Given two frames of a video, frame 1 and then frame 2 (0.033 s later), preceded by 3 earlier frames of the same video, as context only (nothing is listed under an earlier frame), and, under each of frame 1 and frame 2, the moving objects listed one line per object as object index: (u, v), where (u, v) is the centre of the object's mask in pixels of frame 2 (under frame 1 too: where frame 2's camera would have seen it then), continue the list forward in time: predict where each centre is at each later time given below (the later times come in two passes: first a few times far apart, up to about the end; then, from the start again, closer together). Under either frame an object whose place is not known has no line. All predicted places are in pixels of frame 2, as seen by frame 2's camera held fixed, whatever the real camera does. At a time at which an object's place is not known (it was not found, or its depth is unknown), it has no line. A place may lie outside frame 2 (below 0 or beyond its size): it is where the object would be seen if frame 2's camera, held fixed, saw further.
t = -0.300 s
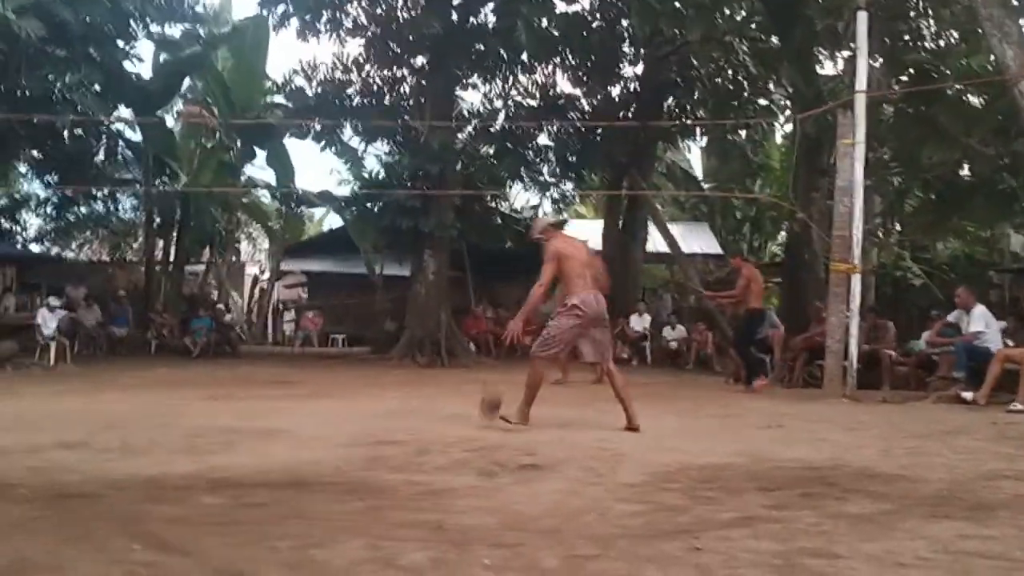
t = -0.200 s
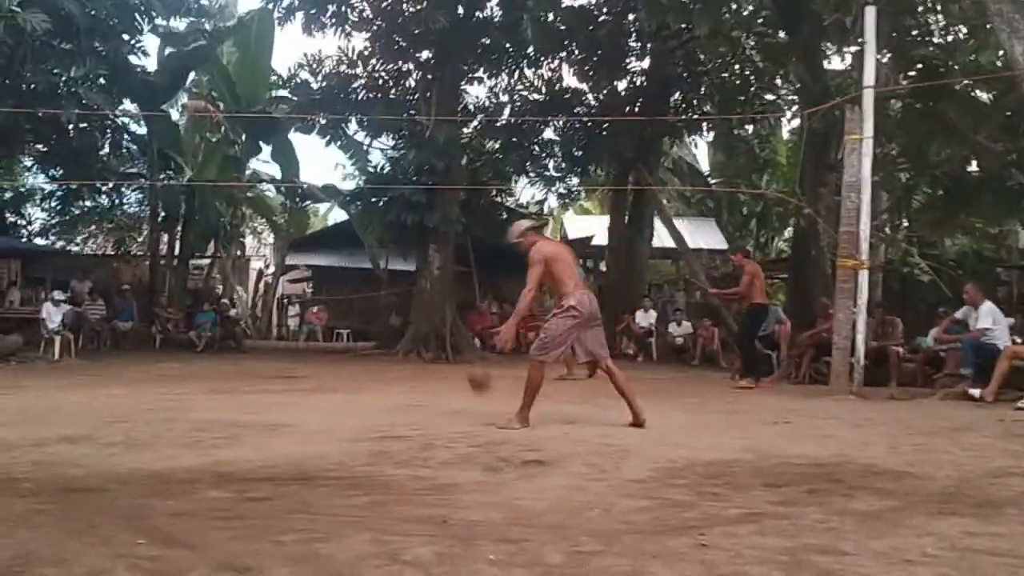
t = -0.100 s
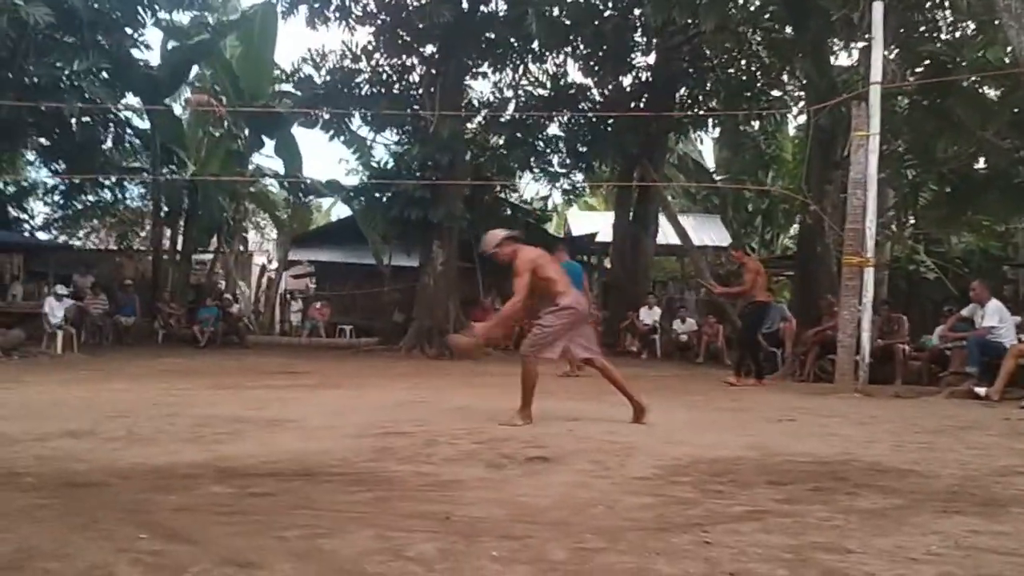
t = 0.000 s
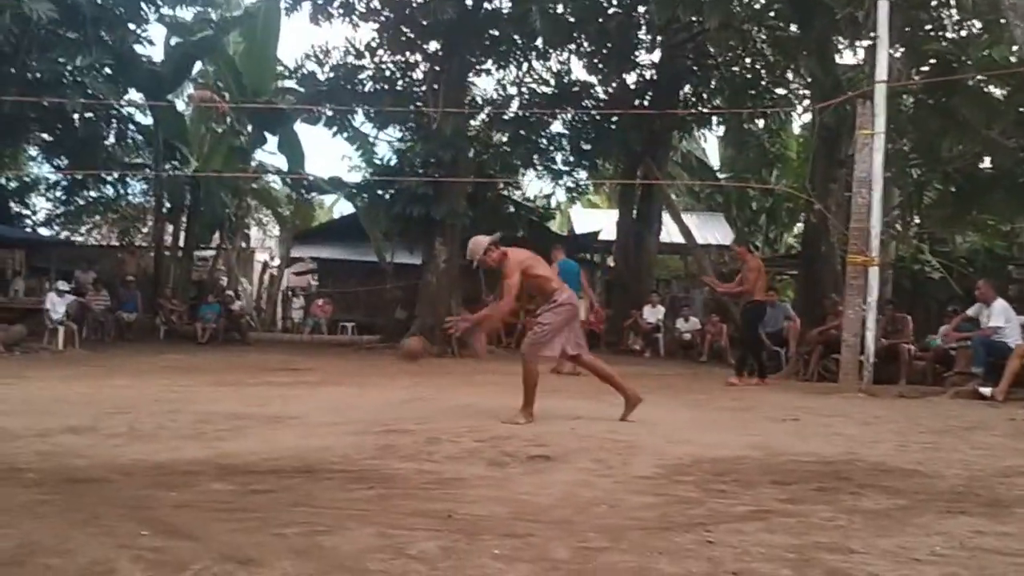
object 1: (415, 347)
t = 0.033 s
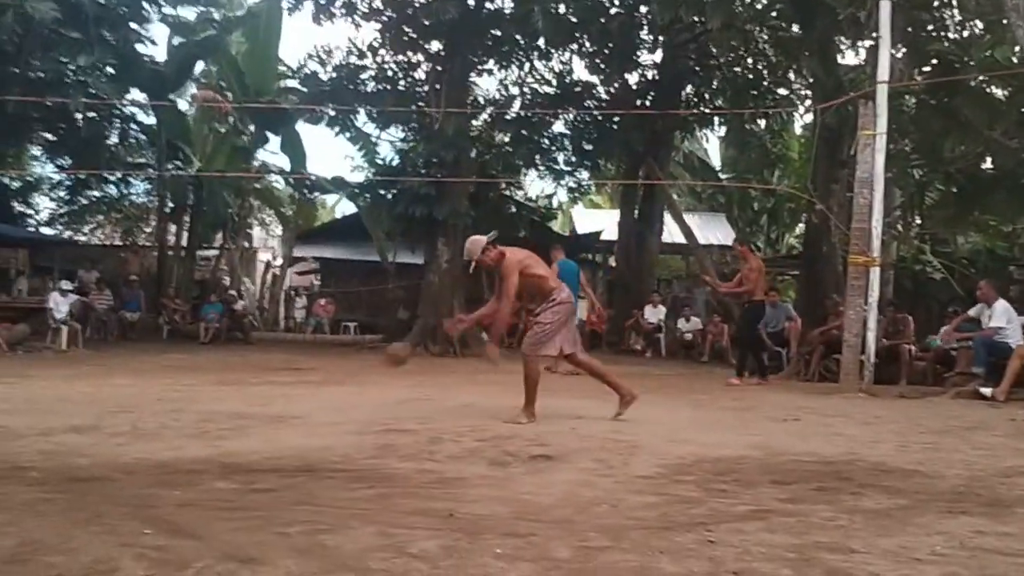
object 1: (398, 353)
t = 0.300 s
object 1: (281, 384)
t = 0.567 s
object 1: (201, 361)
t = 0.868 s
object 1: (109, 375)
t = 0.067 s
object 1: (381, 360)
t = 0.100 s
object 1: (363, 373)
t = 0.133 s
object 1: (346, 383)
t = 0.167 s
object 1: (329, 395)
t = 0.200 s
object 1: (313, 408)
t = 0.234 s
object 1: (301, 408)
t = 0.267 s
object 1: (290, 395)
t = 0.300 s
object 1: (281, 384)
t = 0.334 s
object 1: (270, 376)
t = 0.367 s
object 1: (261, 369)
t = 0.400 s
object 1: (253, 362)
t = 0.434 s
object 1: (241, 358)
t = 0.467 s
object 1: (232, 357)
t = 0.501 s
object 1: (222, 357)
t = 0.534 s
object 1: (211, 358)
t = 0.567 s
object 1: (201, 361)
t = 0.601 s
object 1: (191, 367)
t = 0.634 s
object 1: (180, 373)
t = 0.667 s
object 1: (169, 383)
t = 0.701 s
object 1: (158, 392)
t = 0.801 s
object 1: (127, 386)
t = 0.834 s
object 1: (118, 379)
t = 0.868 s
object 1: (109, 375)
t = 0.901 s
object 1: (99, 371)
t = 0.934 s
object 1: (90, 369)
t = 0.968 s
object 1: (79, 368)
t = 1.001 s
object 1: (68, 371)
